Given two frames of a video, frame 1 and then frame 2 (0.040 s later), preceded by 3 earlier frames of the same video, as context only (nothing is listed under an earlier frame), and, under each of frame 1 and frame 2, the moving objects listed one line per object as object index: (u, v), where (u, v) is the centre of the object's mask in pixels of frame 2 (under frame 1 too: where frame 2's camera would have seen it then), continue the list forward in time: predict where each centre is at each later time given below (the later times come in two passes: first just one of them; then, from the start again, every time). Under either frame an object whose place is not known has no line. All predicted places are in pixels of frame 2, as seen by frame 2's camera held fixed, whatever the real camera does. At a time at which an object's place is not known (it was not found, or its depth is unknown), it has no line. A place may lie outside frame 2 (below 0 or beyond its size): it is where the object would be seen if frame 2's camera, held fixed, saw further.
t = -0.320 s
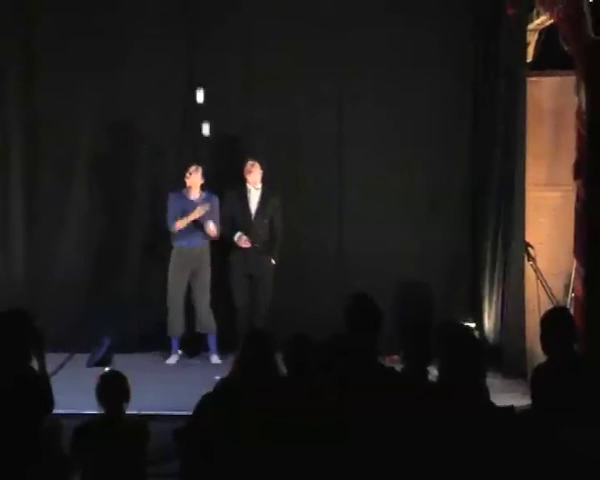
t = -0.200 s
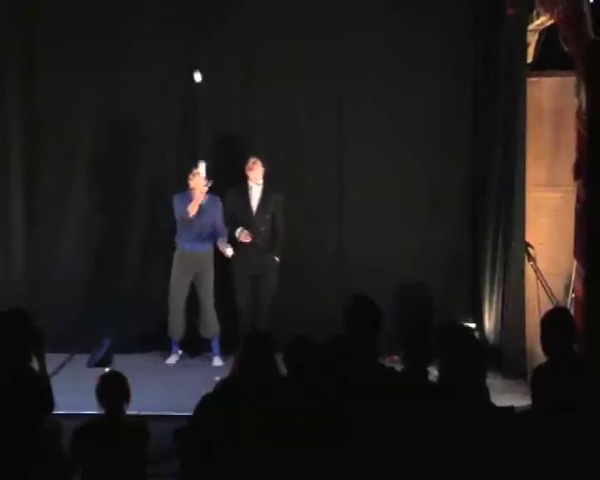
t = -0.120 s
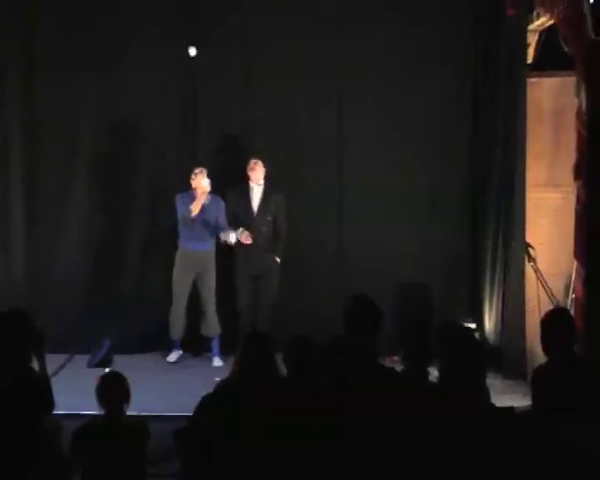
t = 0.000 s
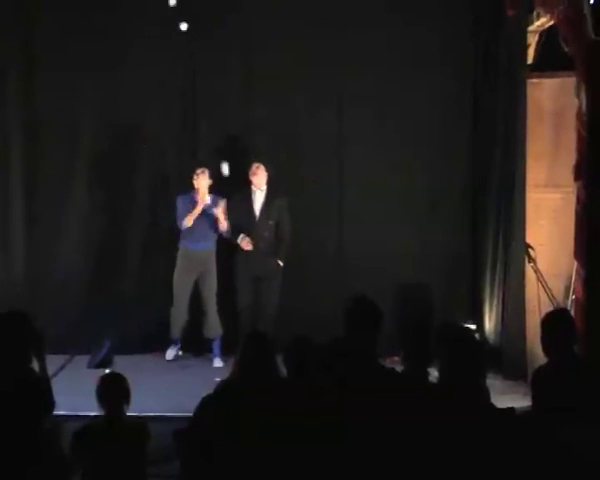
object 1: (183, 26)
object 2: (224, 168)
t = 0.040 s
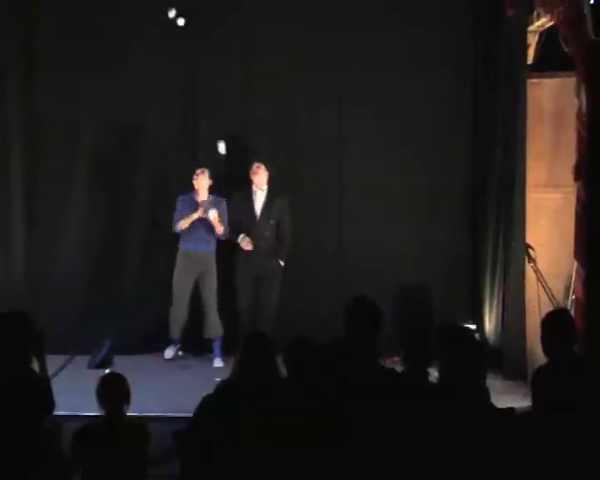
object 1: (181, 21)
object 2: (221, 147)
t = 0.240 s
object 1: (165, 25)
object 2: (204, 67)
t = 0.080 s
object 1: (178, 18)
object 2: (218, 127)
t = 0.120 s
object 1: (175, 17)
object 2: (214, 109)
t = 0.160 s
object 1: (171, 18)
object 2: (211, 93)
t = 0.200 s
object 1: (168, 20)
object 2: (207, 79)
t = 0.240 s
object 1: (165, 25)
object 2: (204, 67)
